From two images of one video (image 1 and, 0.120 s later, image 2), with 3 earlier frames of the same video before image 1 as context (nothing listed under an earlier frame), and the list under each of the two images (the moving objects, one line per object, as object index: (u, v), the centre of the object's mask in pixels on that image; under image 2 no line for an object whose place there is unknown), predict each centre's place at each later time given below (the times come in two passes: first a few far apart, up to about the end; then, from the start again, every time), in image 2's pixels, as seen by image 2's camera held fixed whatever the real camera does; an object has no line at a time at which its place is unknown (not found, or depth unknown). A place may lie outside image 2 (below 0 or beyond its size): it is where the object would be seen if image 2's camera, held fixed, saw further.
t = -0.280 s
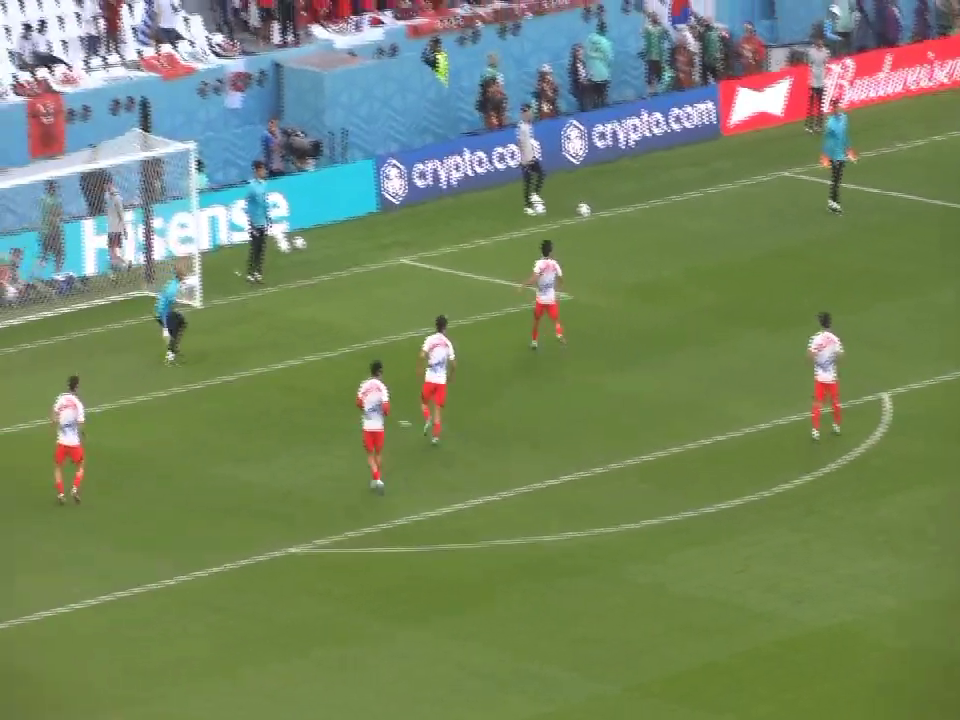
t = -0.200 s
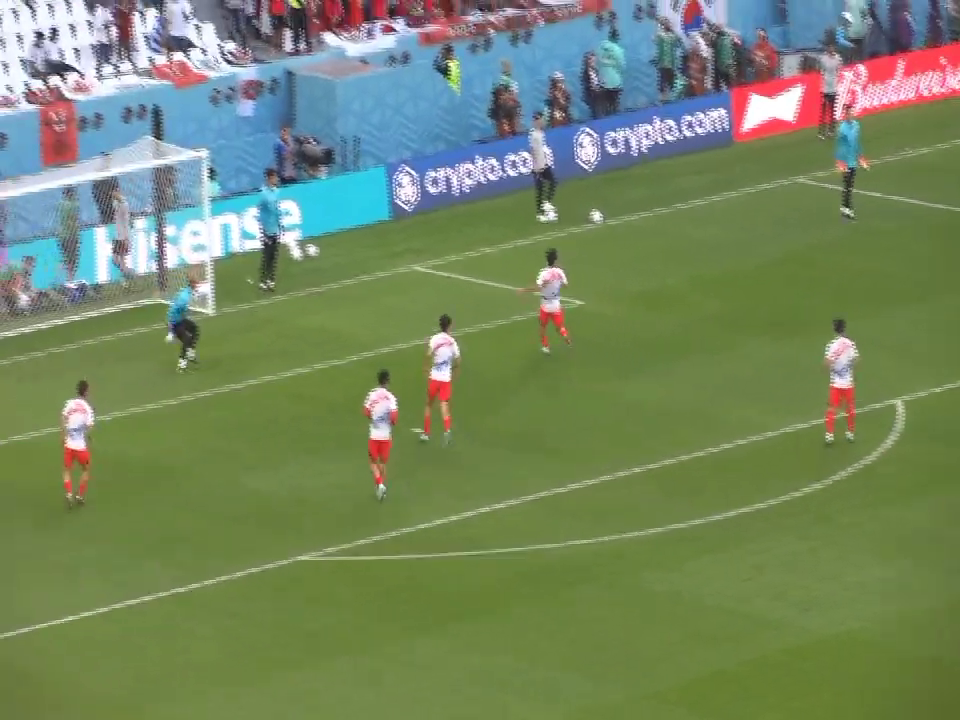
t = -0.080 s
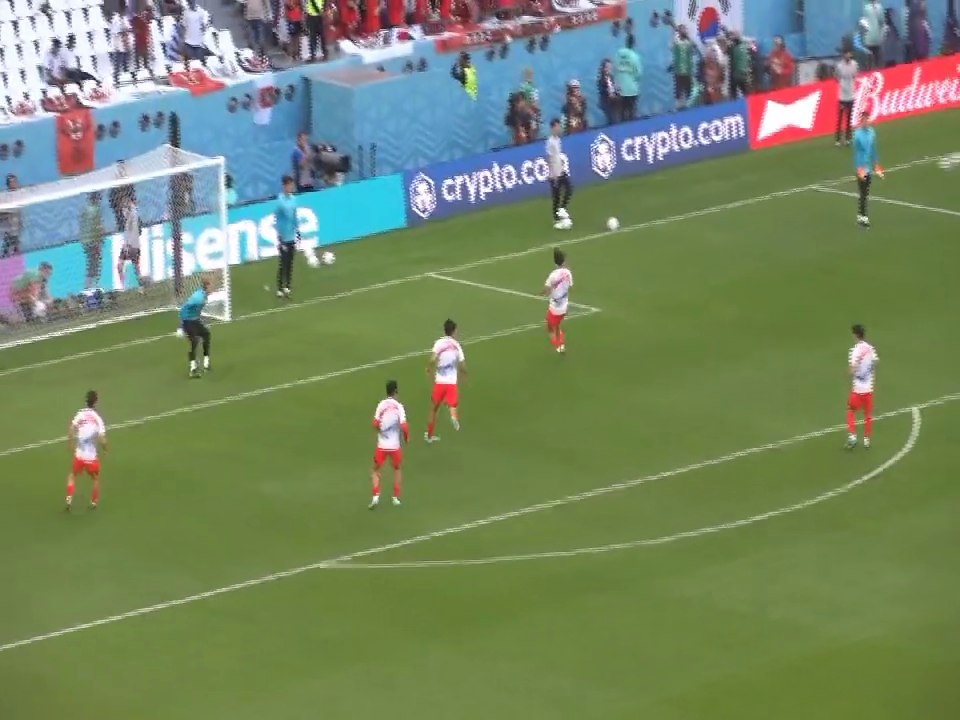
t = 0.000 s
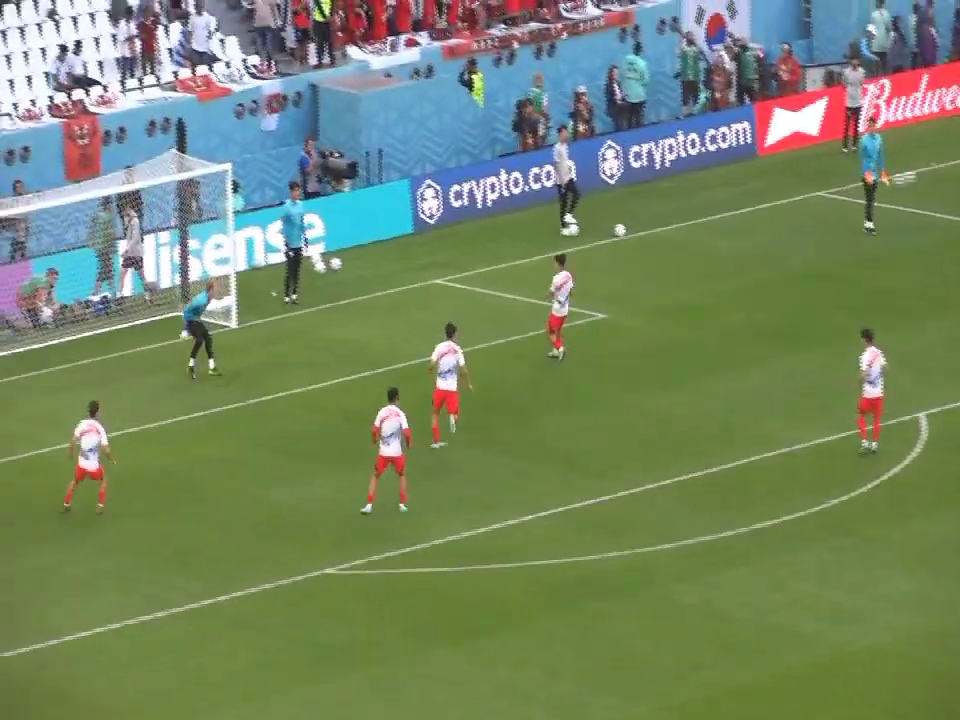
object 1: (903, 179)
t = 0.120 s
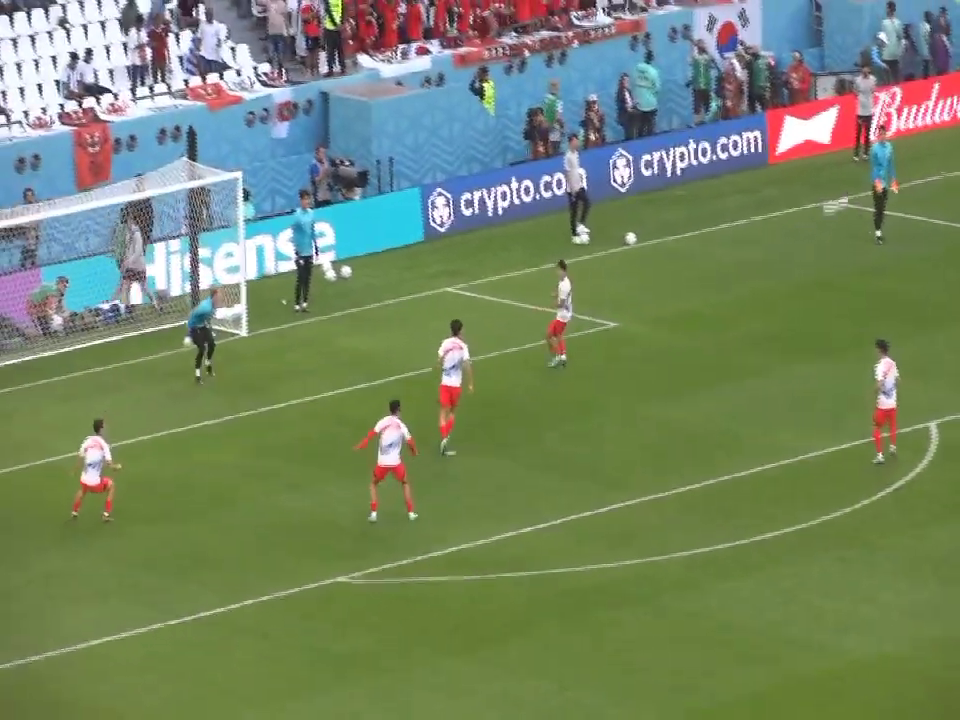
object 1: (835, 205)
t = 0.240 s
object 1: (761, 232)
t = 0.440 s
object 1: (636, 291)
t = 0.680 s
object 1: (489, 389)
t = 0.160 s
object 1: (811, 214)
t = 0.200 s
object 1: (786, 223)
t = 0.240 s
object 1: (761, 232)
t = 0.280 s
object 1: (736, 242)
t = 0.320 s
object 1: (711, 254)
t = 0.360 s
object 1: (686, 265)
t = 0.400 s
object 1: (661, 277)
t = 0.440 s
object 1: (636, 291)
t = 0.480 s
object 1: (611, 306)
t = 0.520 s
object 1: (587, 321)
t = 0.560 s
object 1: (562, 336)
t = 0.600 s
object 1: (530, 356)
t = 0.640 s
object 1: (513, 370)
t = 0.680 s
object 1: (489, 389)
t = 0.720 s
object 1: (464, 407)
